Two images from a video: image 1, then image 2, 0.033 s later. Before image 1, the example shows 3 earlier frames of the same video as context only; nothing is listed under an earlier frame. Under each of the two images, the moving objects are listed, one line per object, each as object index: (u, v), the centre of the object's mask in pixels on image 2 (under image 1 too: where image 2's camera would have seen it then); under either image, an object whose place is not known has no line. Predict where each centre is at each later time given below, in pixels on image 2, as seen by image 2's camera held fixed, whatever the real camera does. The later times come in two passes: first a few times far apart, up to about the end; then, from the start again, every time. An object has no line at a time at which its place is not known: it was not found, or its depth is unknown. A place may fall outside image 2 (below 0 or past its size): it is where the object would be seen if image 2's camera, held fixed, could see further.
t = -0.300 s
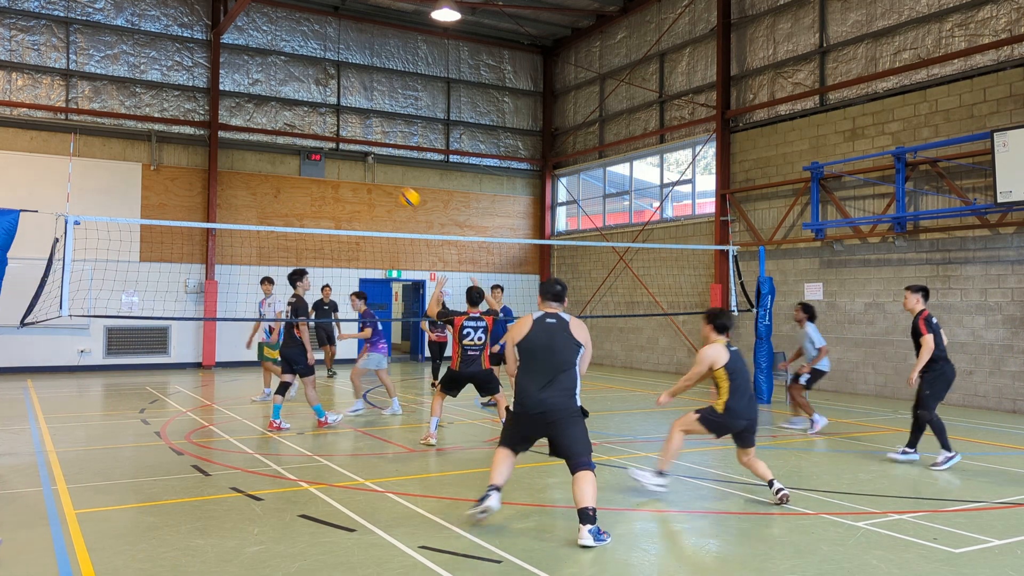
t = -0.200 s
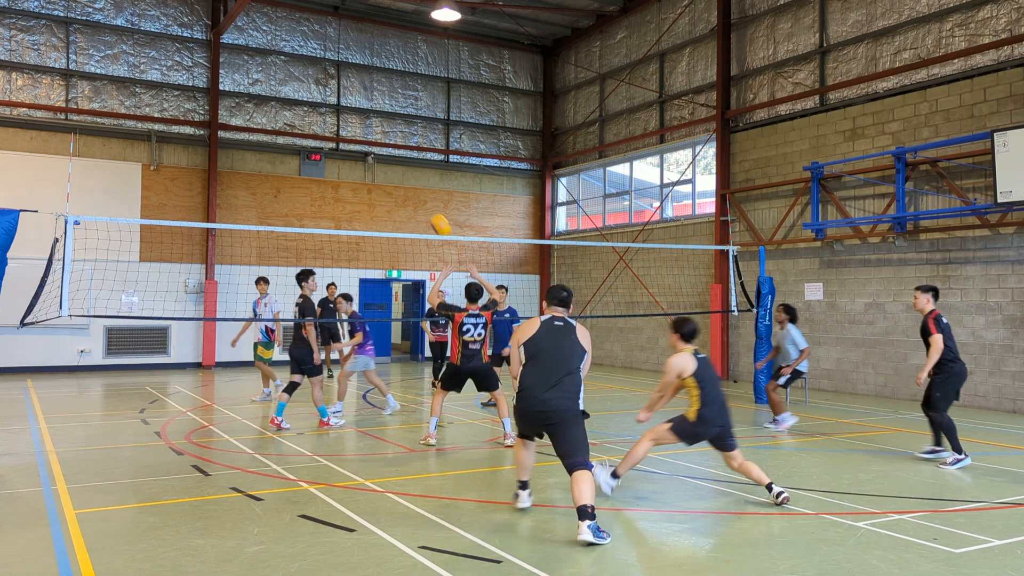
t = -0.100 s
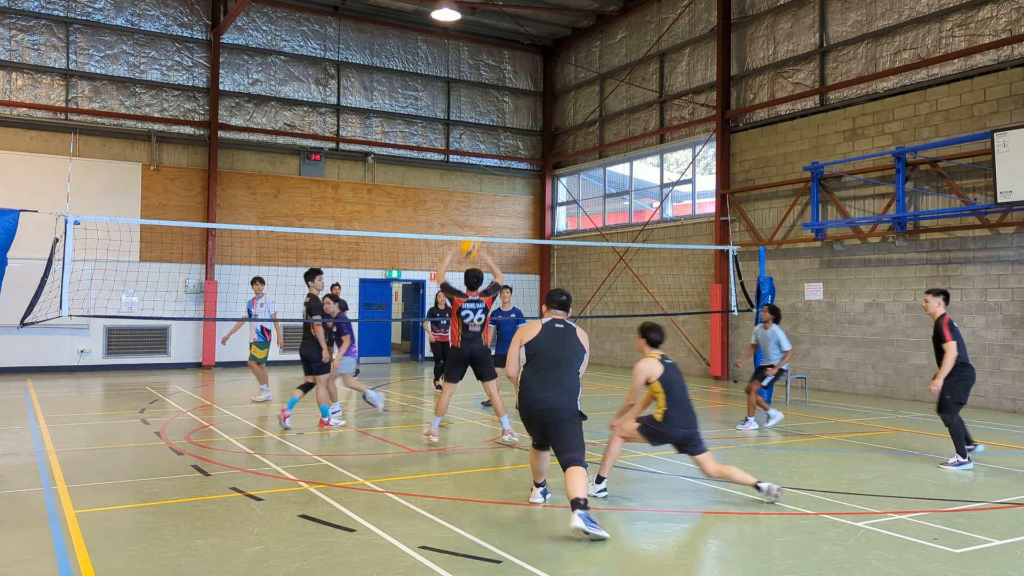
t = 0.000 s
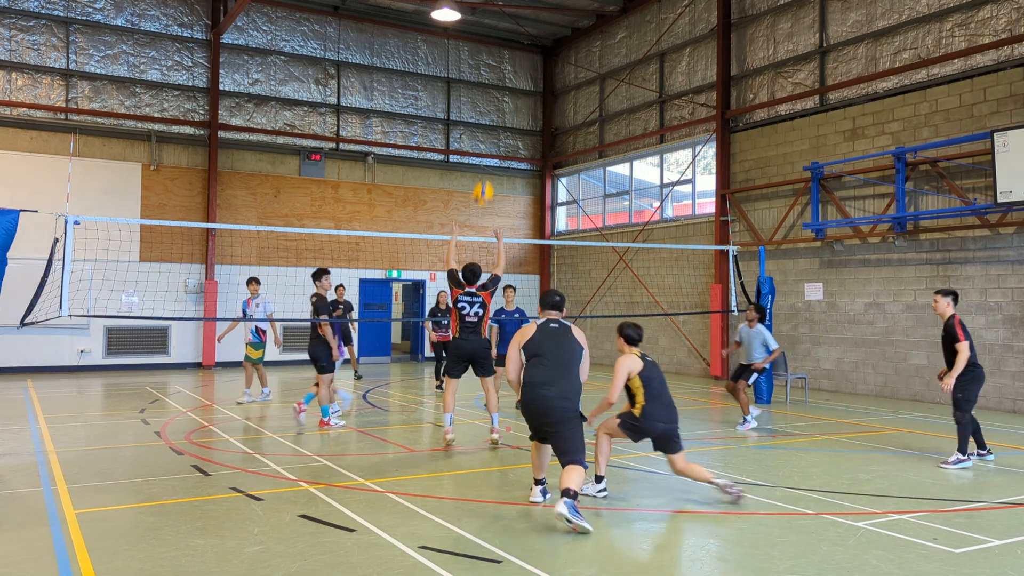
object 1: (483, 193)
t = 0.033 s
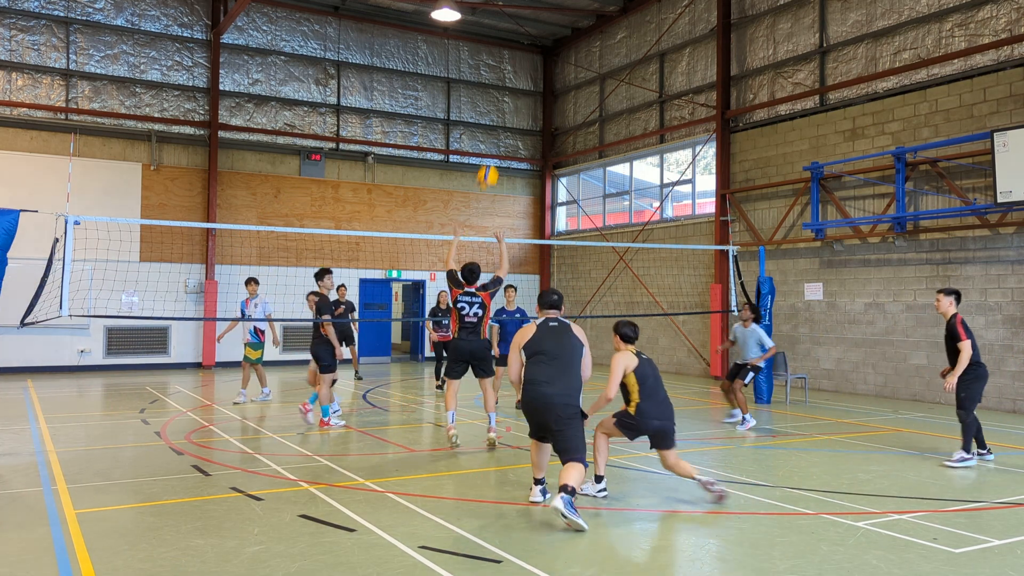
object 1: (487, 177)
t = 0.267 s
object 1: (516, 94)
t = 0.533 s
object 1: (548, 63)
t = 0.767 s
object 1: (575, 89)
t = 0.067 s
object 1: (492, 162)
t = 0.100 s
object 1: (496, 148)
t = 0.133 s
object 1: (500, 135)
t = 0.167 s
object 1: (505, 123)
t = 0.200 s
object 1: (508, 112)
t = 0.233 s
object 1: (512, 103)
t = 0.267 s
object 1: (516, 94)
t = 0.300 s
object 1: (520, 87)
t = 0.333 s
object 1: (525, 80)
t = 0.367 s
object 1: (529, 75)
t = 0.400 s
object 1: (533, 70)
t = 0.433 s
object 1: (537, 67)
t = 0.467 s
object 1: (541, 64)
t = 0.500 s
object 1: (544, 63)
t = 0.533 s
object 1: (548, 63)
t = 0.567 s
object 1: (552, 64)
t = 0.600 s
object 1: (556, 65)
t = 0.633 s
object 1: (560, 68)
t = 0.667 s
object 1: (564, 71)
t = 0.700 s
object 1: (568, 76)
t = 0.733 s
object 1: (572, 82)
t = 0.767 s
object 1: (575, 89)
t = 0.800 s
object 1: (579, 96)
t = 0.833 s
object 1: (583, 105)
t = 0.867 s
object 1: (587, 115)
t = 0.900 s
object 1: (591, 125)
